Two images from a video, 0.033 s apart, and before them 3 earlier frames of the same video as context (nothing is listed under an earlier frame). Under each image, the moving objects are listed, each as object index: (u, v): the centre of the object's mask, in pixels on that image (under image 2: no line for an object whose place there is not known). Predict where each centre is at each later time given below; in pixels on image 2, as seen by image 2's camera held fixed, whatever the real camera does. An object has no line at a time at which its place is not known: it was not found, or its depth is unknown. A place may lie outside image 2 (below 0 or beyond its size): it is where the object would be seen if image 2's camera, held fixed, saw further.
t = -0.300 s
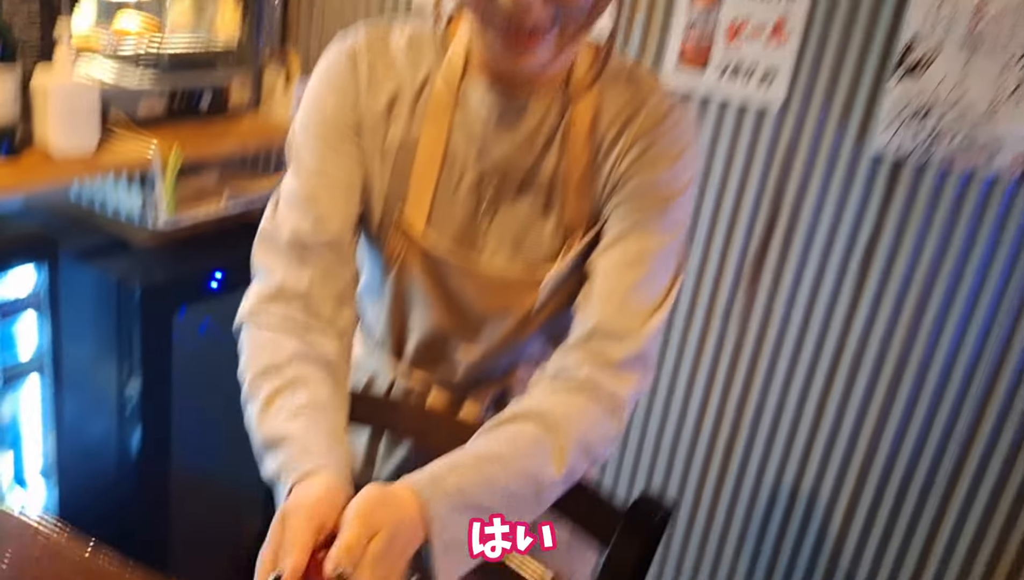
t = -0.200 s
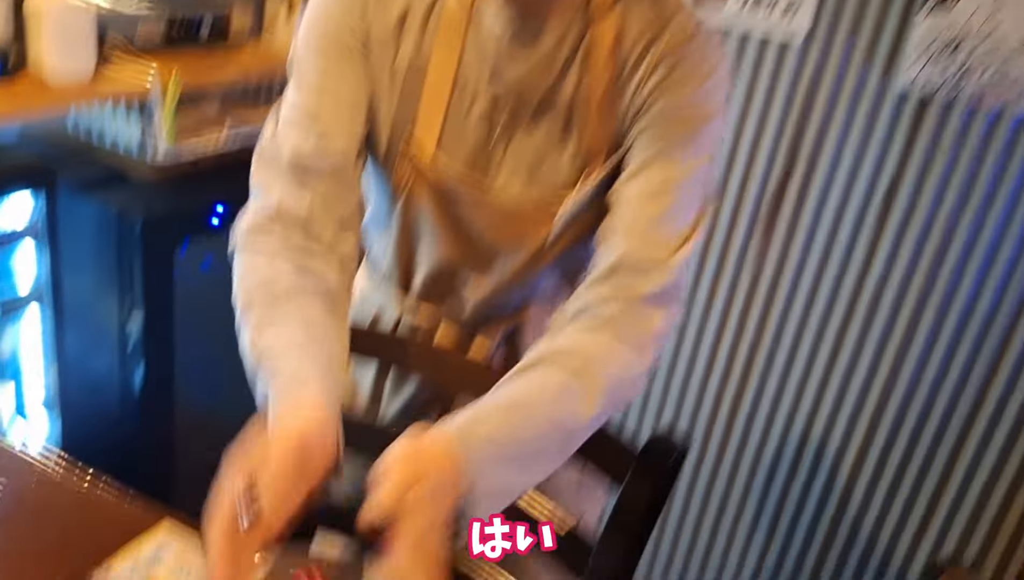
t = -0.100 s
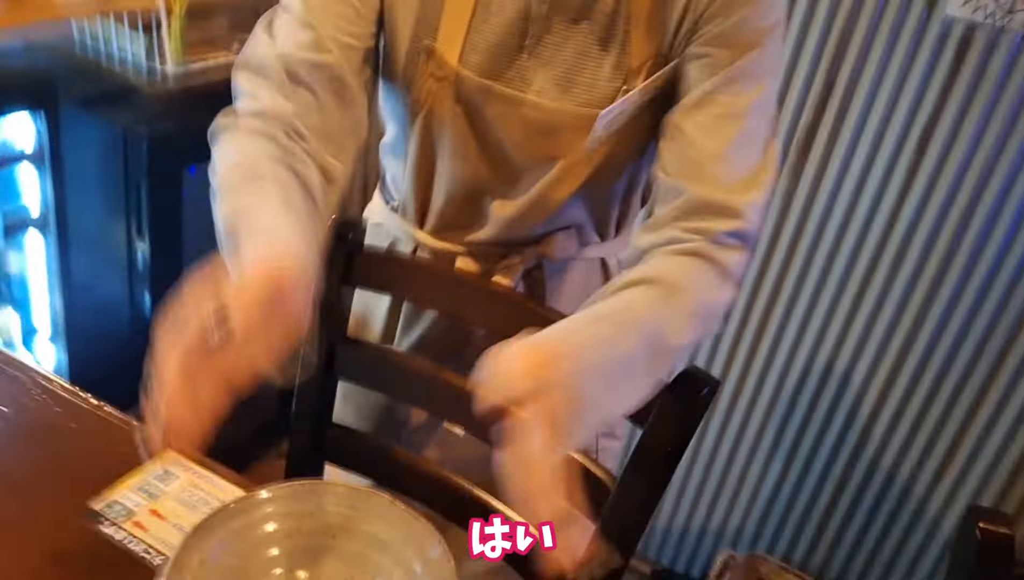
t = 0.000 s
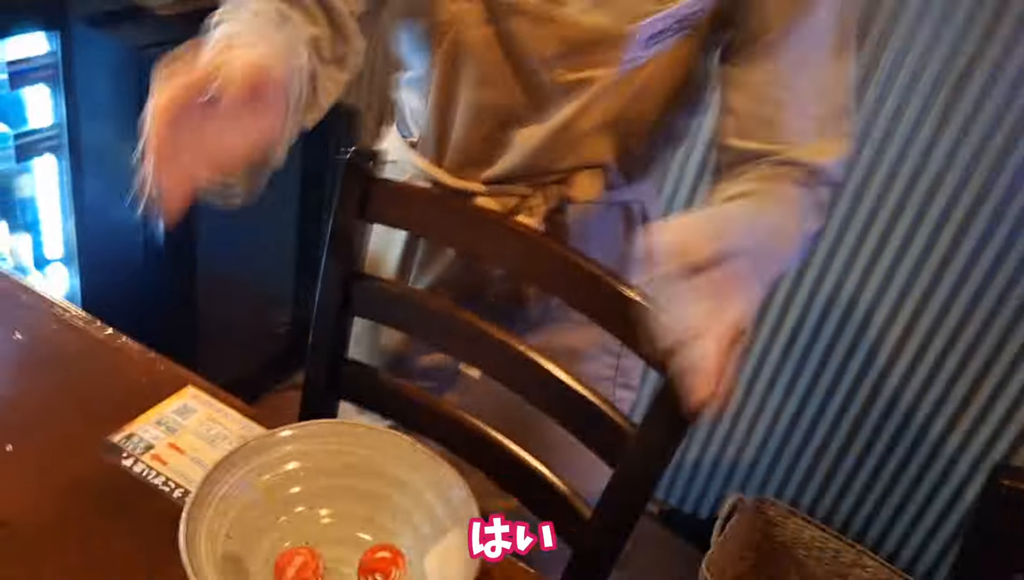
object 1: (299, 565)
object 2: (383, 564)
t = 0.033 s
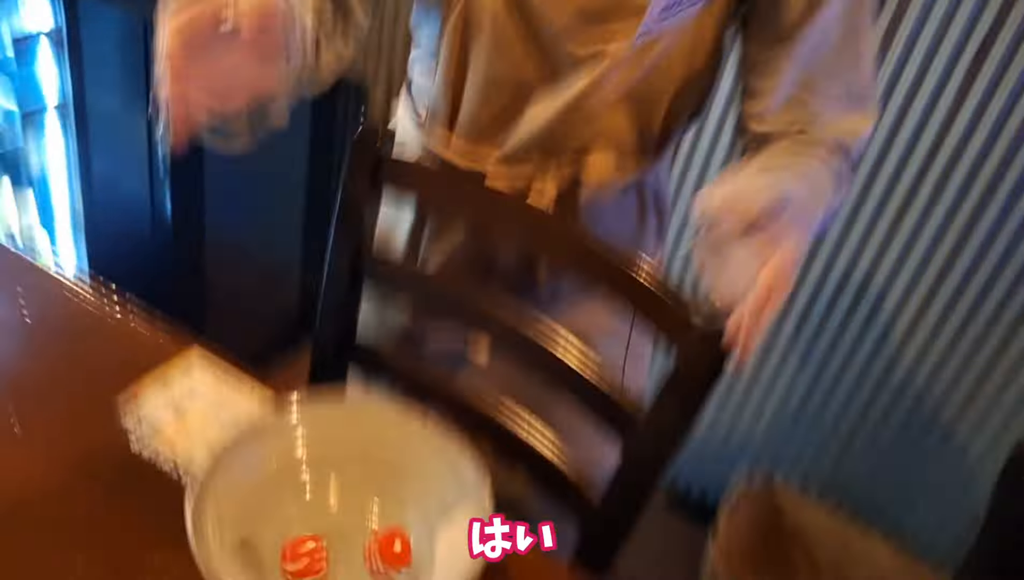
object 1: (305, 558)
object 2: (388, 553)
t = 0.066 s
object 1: (305, 577)
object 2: (385, 536)
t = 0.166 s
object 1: (330, 511)
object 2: (367, 473)
